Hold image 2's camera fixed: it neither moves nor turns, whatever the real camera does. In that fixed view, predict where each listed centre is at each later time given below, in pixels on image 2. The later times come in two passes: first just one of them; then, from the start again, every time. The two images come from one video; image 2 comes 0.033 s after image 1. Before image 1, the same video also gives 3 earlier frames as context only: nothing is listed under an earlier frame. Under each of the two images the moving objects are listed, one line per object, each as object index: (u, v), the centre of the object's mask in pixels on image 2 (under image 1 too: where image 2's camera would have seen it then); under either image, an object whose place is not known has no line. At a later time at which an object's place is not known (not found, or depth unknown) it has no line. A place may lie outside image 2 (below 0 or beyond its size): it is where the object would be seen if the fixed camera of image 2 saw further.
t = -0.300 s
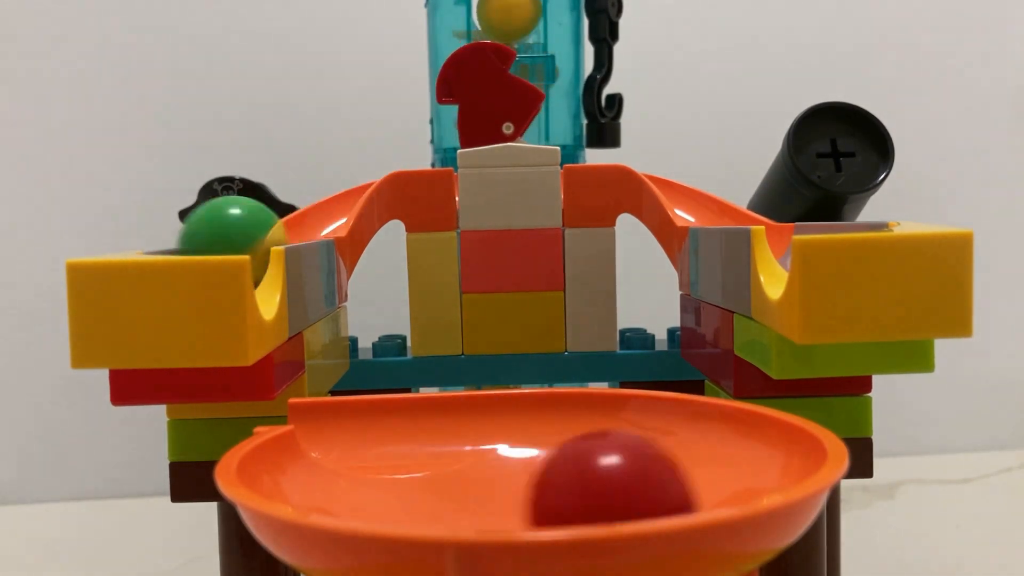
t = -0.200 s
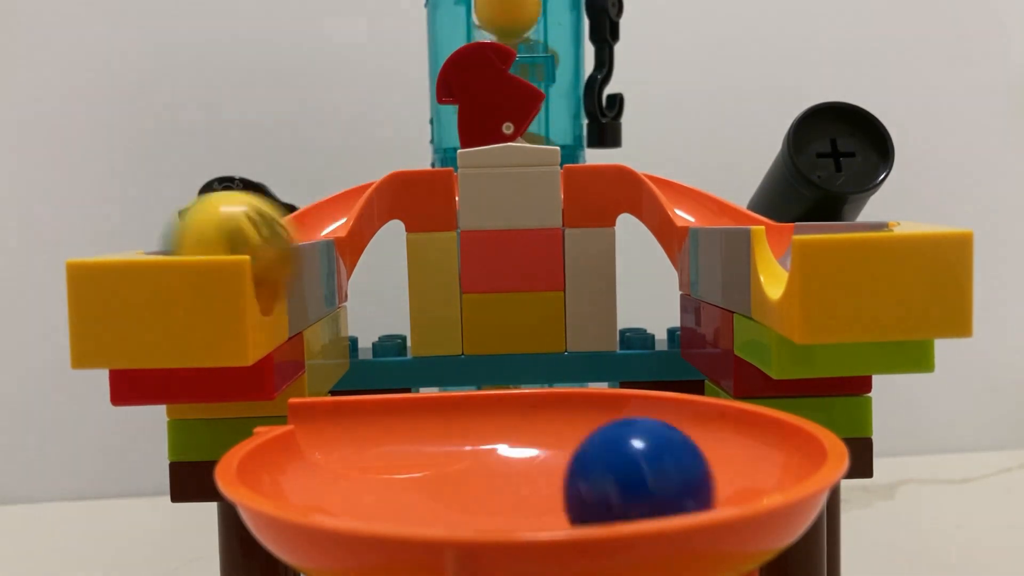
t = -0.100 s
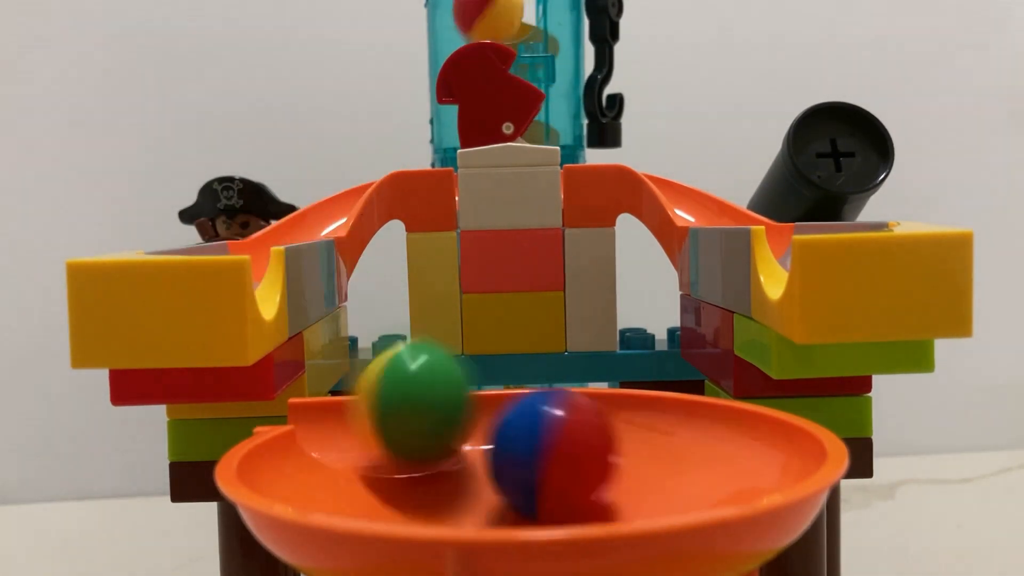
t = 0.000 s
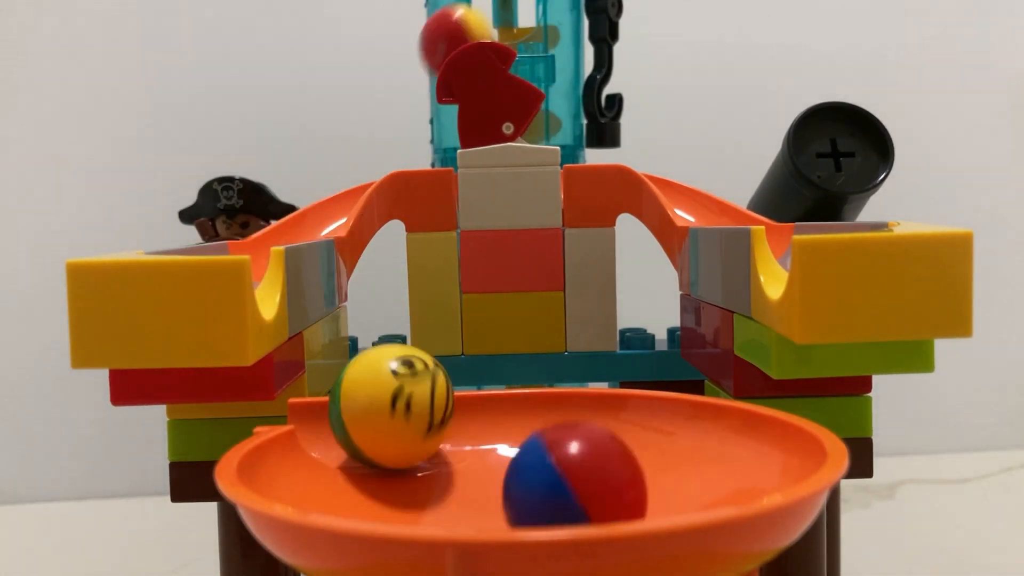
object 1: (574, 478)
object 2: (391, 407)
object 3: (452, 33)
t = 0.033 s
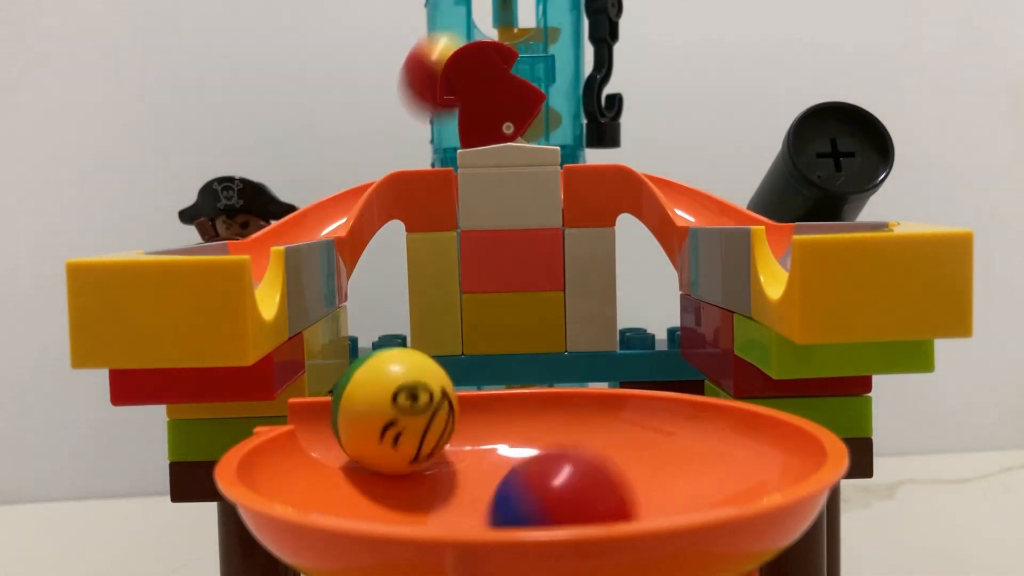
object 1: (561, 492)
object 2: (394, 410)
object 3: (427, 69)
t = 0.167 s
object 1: (548, 497)
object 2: (457, 440)
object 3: (335, 190)
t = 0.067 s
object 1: (514, 499)
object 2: (404, 411)
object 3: (418, 127)
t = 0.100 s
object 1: (510, 489)
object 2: (417, 414)
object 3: (387, 157)
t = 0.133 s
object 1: (528, 488)
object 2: (434, 420)
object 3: (360, 170)
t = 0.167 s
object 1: (548, 497)
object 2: (457, 440)
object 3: (335, 190)
